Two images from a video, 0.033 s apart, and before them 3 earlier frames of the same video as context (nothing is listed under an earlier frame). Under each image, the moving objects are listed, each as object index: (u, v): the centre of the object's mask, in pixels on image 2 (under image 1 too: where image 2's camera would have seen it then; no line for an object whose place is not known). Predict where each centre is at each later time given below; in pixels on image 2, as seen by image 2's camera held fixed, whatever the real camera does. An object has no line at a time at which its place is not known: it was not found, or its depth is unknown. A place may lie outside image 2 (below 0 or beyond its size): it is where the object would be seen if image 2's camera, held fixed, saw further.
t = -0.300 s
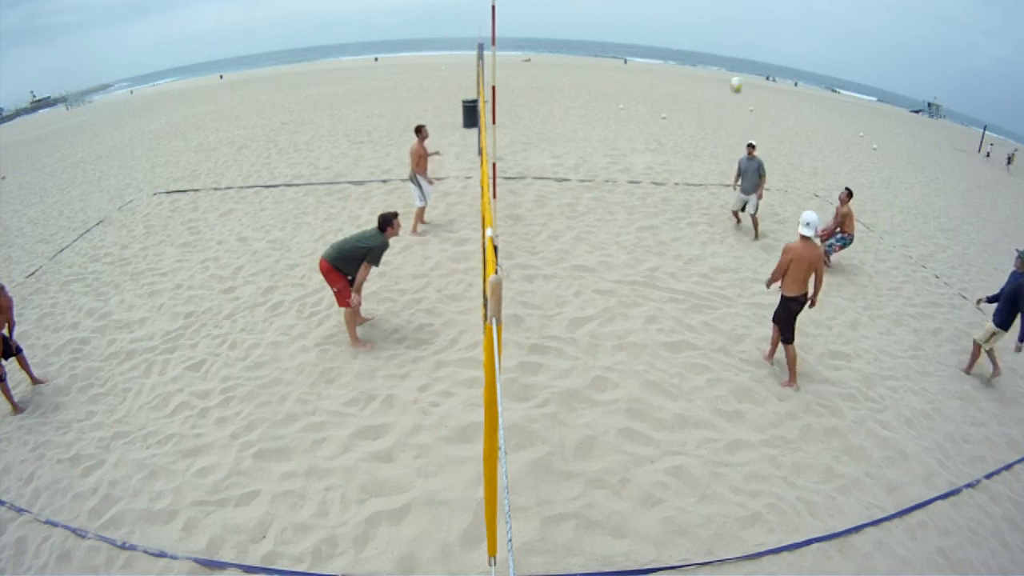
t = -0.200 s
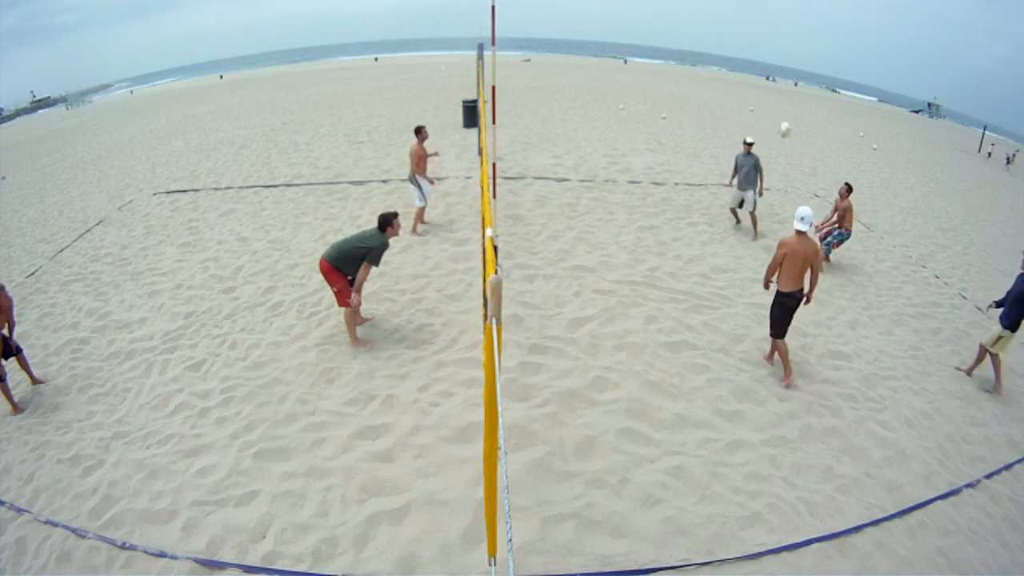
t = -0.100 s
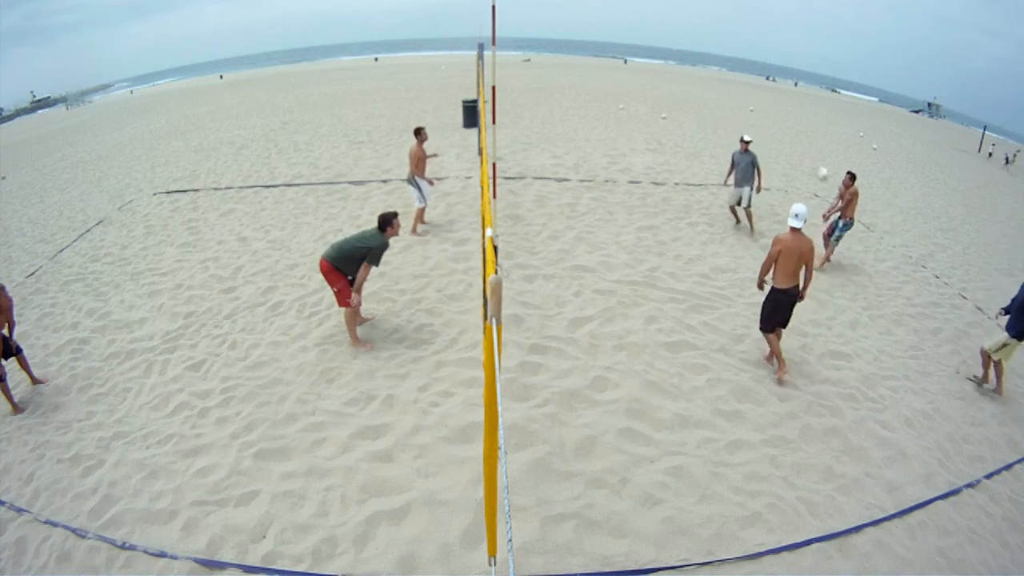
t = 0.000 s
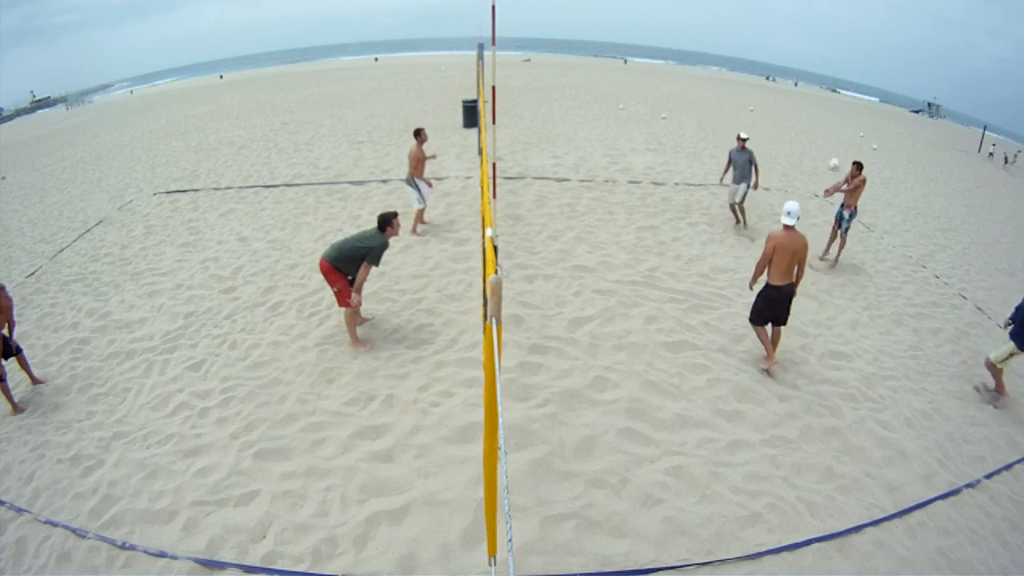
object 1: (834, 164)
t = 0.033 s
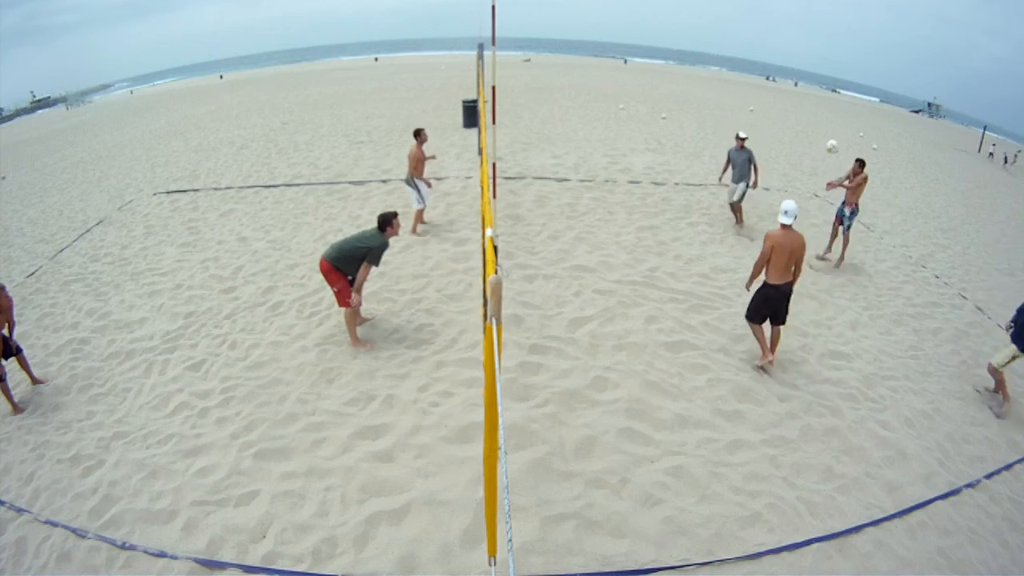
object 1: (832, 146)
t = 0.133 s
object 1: (823, 94)
